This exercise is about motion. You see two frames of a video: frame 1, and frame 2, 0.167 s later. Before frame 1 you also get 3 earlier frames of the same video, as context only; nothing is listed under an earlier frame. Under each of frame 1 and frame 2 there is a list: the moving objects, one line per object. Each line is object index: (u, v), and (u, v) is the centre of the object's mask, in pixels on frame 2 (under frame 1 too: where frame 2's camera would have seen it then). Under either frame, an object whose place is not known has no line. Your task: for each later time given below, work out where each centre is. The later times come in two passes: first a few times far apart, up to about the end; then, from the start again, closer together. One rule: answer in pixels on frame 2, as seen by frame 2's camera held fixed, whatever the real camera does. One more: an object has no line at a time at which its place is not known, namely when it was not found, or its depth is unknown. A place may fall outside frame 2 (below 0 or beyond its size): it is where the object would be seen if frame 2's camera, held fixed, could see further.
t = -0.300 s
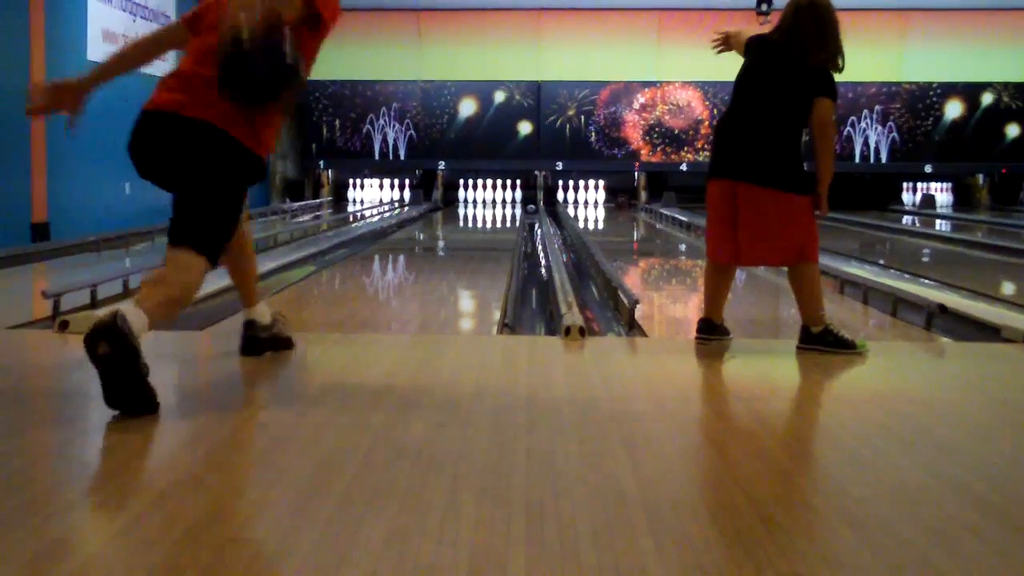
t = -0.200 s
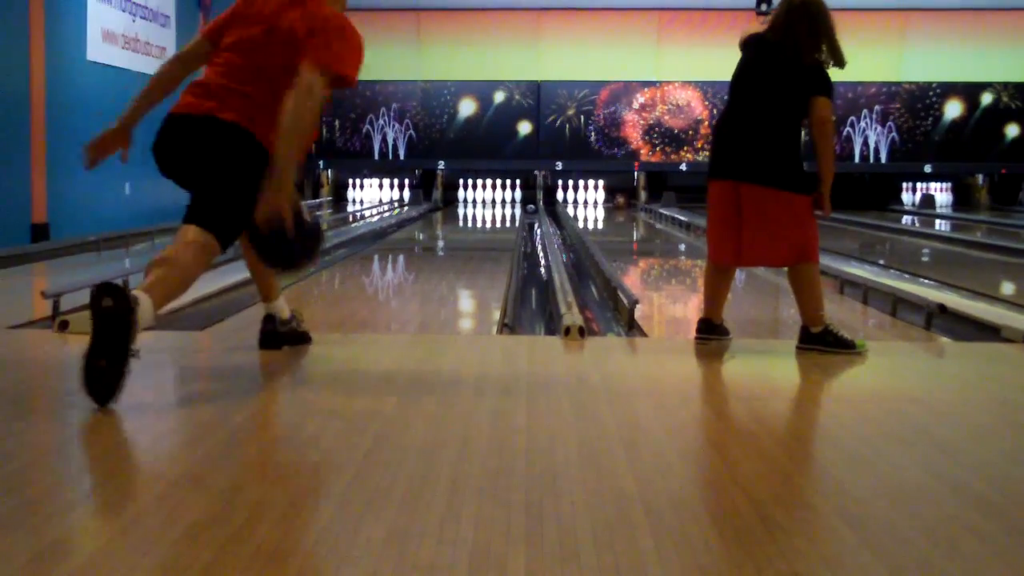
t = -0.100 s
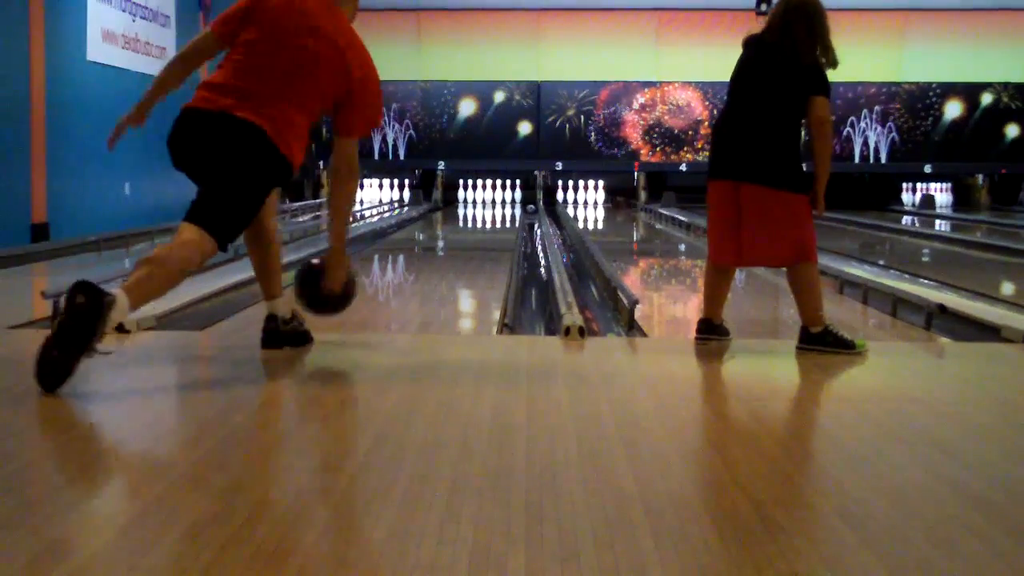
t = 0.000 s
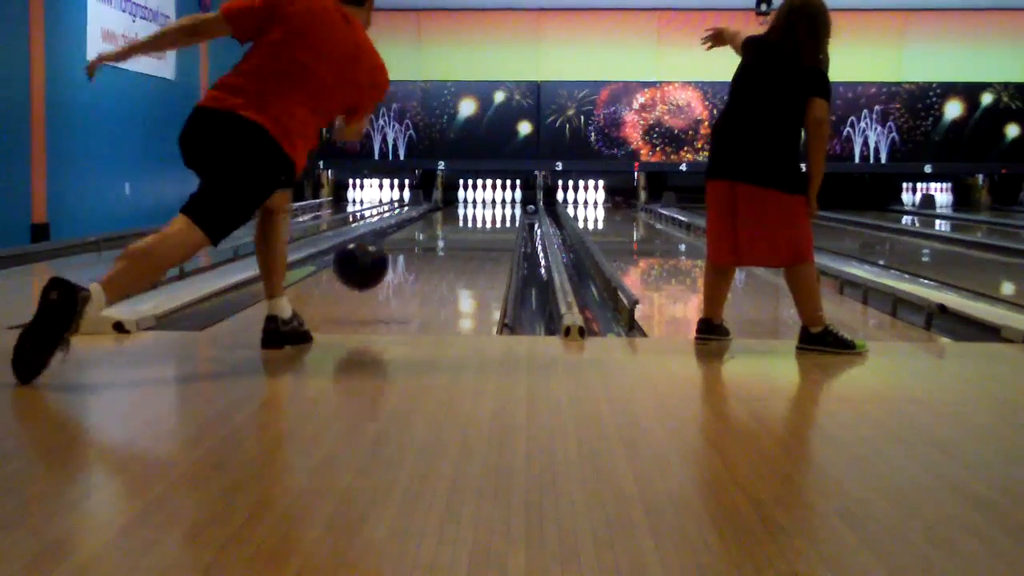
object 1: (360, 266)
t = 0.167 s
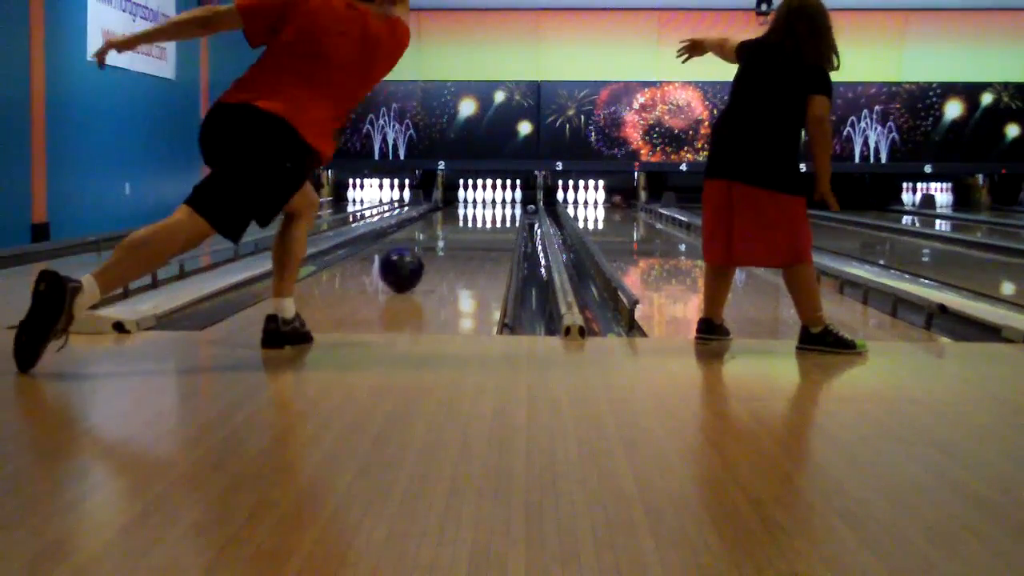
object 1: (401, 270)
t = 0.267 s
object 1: (419, 260)
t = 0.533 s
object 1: (452, 241)
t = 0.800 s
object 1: (474, 228)
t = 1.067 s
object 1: (488, 218)
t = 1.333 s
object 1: (498, 212)
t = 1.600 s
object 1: (505, 207)
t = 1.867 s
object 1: (506, 203)
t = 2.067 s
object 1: (503, 200)
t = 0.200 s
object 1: (408, 266)
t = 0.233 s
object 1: (414, 262)
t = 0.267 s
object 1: (419, 260)
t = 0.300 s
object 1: (424, 256)
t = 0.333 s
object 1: (429, 253)
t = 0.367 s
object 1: (433, 251)
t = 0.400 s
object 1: (438, 249)
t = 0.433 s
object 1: (441, 246)
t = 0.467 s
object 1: (445, 244)
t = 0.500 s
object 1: (449, 242)
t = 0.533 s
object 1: (452, 241)
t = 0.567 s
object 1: (456, 239)
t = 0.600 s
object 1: (459, 237)
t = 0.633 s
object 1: (462, 235)
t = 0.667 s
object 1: (464, 234)
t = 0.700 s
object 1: (466, 233)
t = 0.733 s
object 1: (469, 231)
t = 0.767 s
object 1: (472, 230)
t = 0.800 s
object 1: (474, 228)
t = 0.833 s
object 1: (476, 226)
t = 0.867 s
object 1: (478, 225)
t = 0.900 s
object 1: (480, 224)
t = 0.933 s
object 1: (482, 223)
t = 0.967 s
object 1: (484, 222)
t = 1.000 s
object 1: (485, 220)
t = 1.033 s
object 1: (486, 219)
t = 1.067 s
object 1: (488, 218)
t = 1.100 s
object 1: (490, 217)
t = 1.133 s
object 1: (492, 216)
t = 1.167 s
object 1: (492, 215)
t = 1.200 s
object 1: (494, 215)
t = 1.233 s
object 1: (494, 214)
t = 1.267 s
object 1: (496, 213)
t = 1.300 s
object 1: (497, 213)
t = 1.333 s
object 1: (498, 212)
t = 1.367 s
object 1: (499, 212)
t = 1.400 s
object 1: (500, 211)
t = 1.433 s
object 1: (501, 210)
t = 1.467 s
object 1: (501, 210)
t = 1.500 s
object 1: (503, 208)
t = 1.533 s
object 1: (504, 208)
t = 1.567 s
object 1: (504, 207)
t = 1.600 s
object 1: (505, 207)
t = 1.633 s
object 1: (505, 206)
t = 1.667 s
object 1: (506, 205)
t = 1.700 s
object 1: (505, 205)
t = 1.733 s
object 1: (506, 204)
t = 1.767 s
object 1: (506, 204)
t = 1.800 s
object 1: (506, 203)
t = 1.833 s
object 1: (506, 203)
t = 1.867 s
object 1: (506, 203)
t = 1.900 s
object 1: (506, 202)
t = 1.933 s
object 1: (506, 202)
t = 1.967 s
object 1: (506, 202)
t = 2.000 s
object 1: (505, 201)
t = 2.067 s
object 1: (503, 200)
